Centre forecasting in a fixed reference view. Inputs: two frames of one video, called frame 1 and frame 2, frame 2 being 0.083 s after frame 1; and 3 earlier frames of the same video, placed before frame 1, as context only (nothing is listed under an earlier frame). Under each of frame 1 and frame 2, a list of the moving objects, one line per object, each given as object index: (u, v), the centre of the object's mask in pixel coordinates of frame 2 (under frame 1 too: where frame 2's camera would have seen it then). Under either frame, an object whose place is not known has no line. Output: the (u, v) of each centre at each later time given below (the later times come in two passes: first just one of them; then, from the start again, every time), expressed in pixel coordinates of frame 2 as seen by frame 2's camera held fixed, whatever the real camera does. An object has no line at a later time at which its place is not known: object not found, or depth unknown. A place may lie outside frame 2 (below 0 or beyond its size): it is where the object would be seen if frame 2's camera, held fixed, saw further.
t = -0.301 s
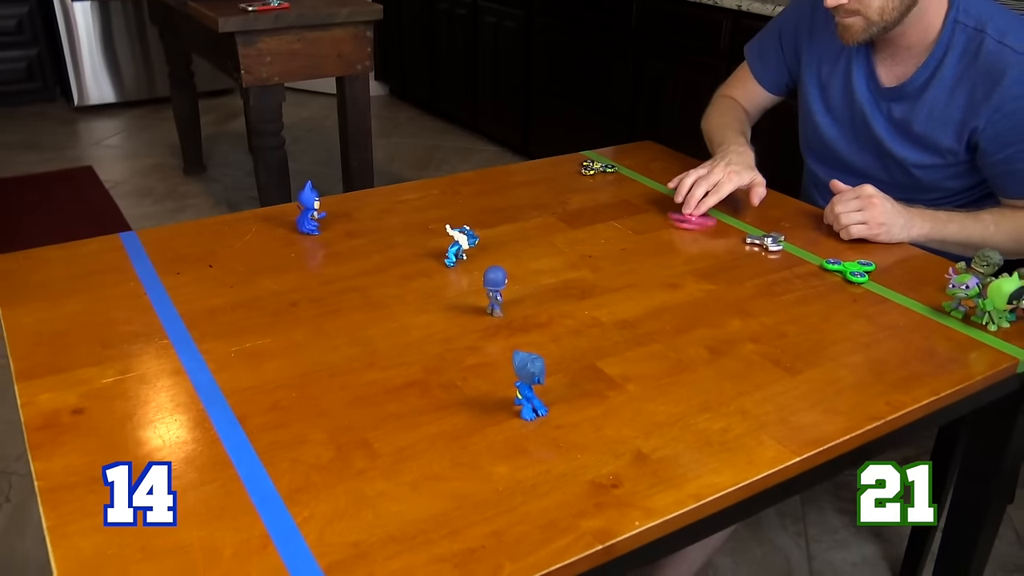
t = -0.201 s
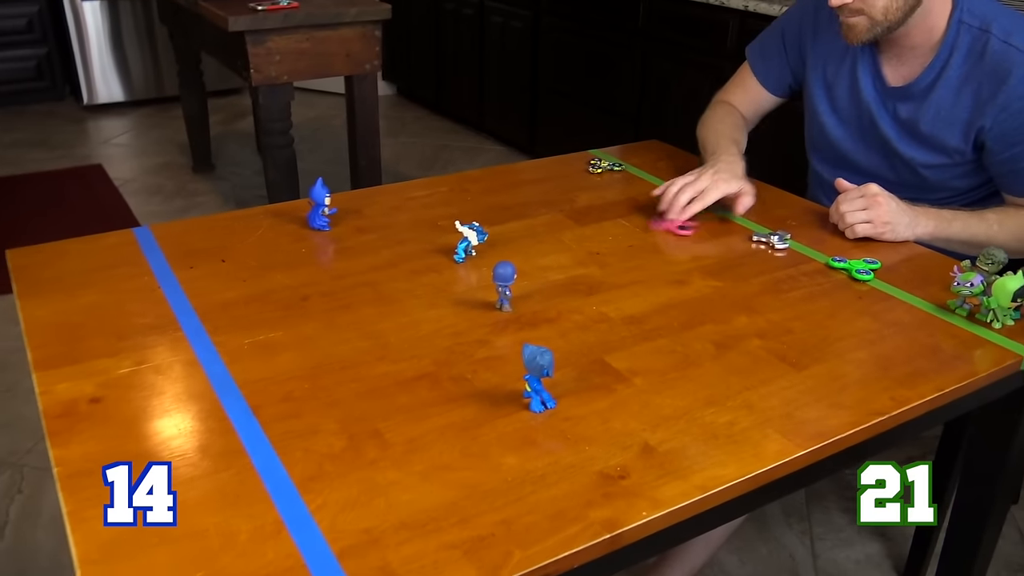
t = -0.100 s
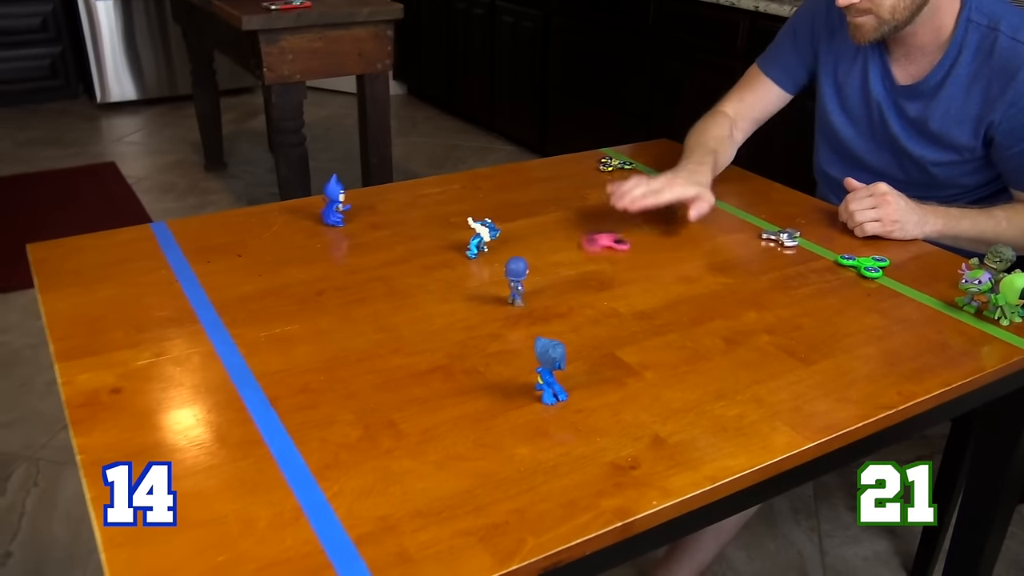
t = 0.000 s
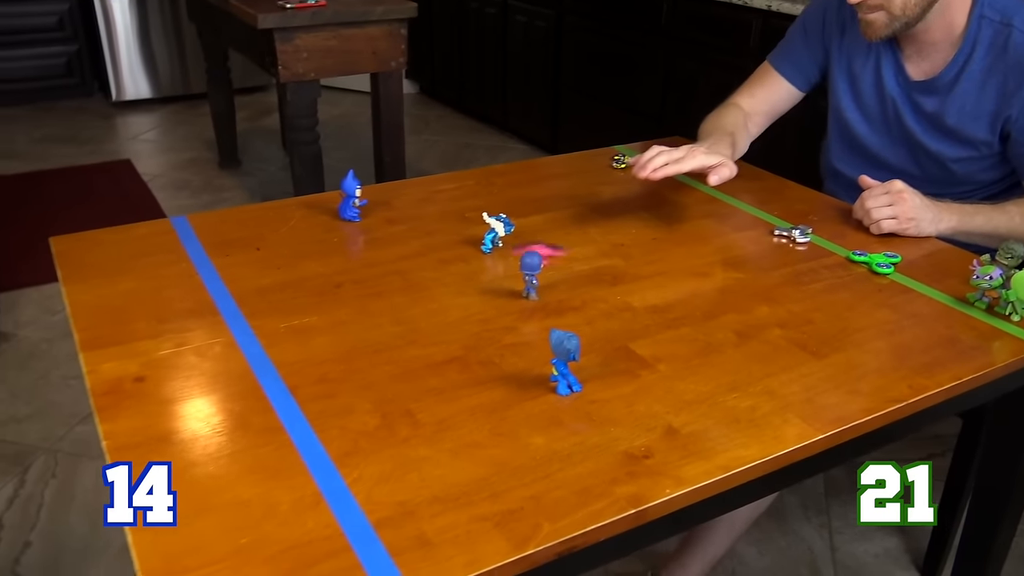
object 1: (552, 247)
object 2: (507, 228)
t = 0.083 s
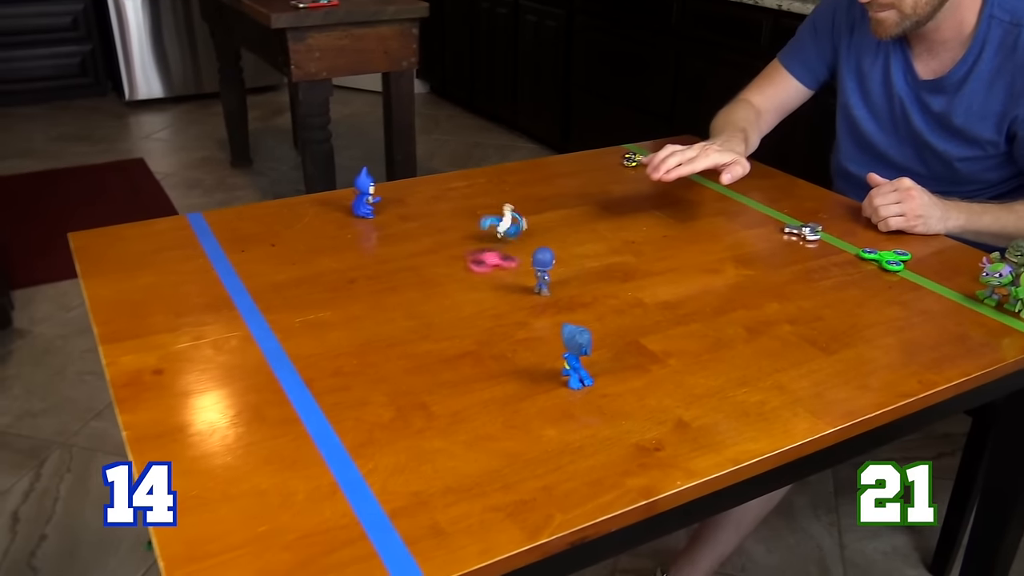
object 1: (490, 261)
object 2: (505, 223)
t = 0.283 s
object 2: (493, 224)
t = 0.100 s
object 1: (479, 263)
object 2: (504, 225)
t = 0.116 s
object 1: (468, 265)
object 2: (503, 225)
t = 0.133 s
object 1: (457, 267)
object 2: (502, 226)
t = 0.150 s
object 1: (448, 269)
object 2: (501, 227)
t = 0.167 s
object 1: (437, 272)
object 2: (500, 227)
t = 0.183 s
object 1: (429, 273)
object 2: (498, 227)
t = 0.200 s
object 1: (418, 274)
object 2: (495, 227)
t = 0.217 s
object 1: (410, 276)
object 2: (493, 226)
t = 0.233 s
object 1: (401, 277)
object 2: (493, 224)
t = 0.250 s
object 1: (393, 279)
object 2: (494, 224)
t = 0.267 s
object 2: (494, 224)
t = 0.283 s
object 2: (493, 224)
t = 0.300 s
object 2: (491, 225)
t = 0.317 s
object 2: (491, 225)
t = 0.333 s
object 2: (490, 224)
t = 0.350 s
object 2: (490, 223)
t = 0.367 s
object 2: (490, 222)
